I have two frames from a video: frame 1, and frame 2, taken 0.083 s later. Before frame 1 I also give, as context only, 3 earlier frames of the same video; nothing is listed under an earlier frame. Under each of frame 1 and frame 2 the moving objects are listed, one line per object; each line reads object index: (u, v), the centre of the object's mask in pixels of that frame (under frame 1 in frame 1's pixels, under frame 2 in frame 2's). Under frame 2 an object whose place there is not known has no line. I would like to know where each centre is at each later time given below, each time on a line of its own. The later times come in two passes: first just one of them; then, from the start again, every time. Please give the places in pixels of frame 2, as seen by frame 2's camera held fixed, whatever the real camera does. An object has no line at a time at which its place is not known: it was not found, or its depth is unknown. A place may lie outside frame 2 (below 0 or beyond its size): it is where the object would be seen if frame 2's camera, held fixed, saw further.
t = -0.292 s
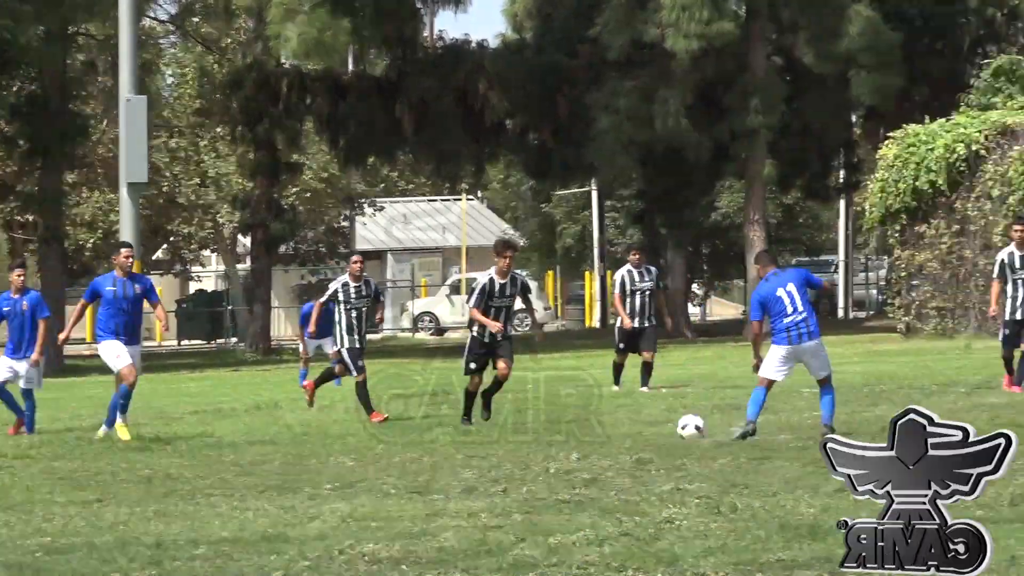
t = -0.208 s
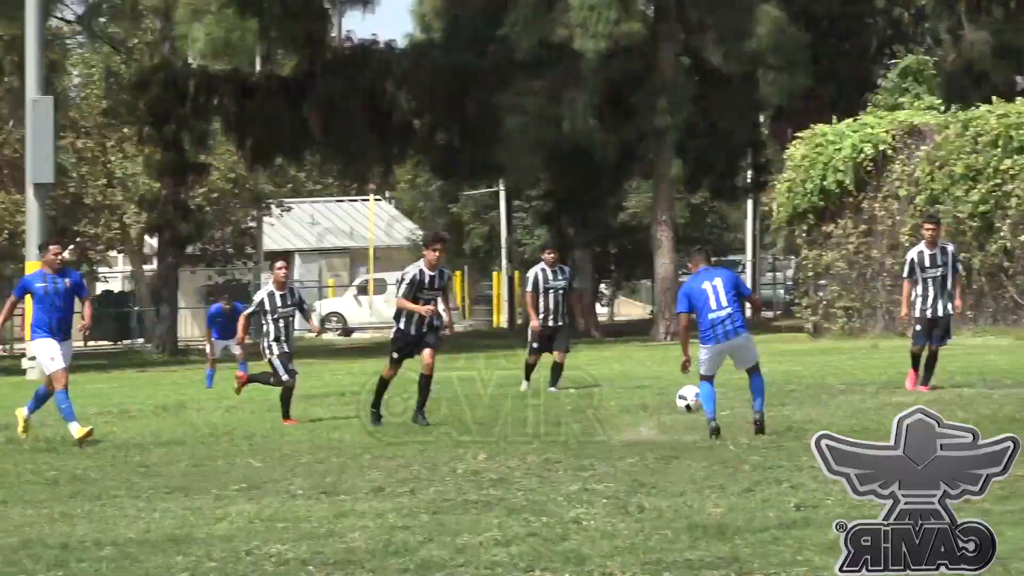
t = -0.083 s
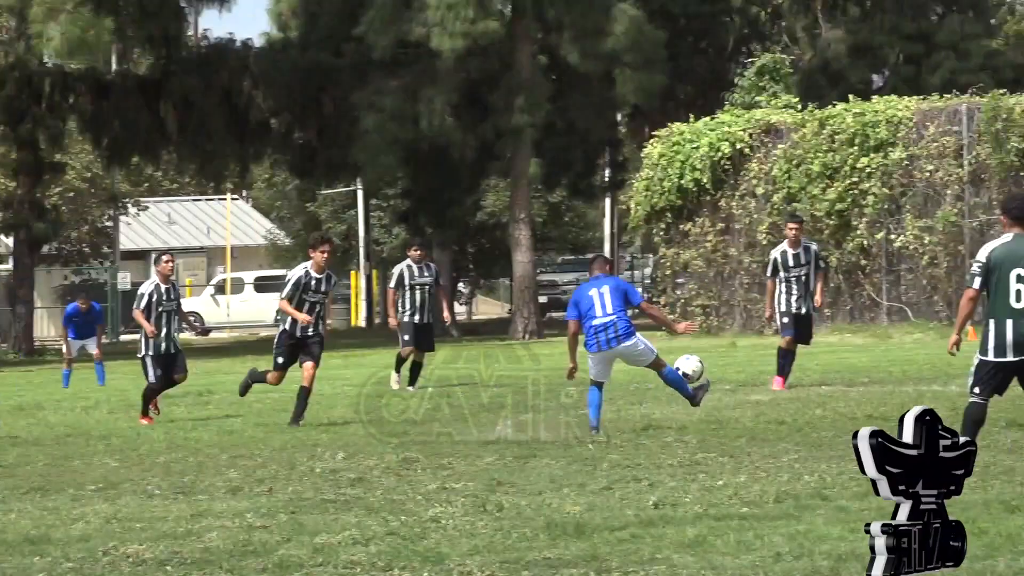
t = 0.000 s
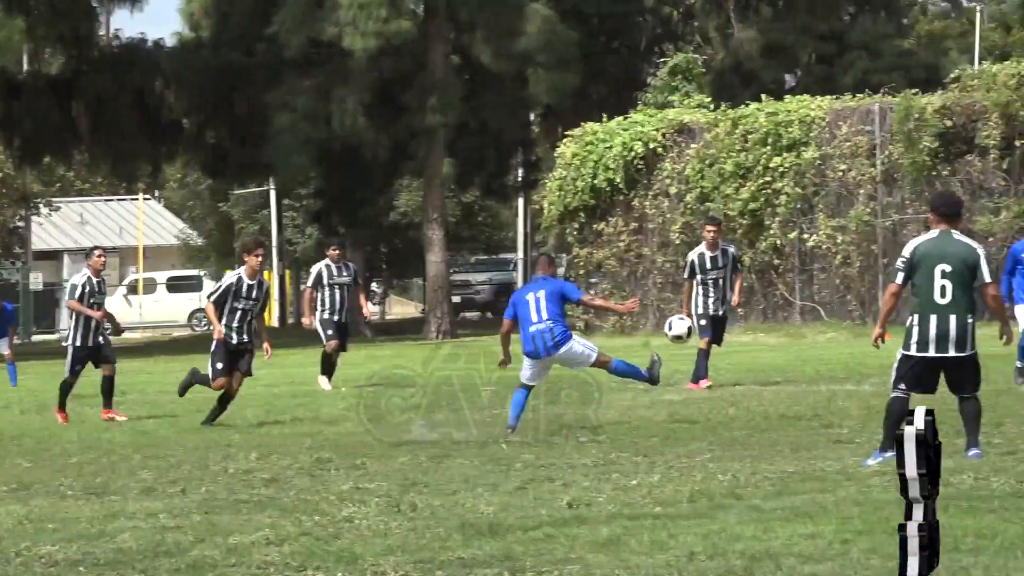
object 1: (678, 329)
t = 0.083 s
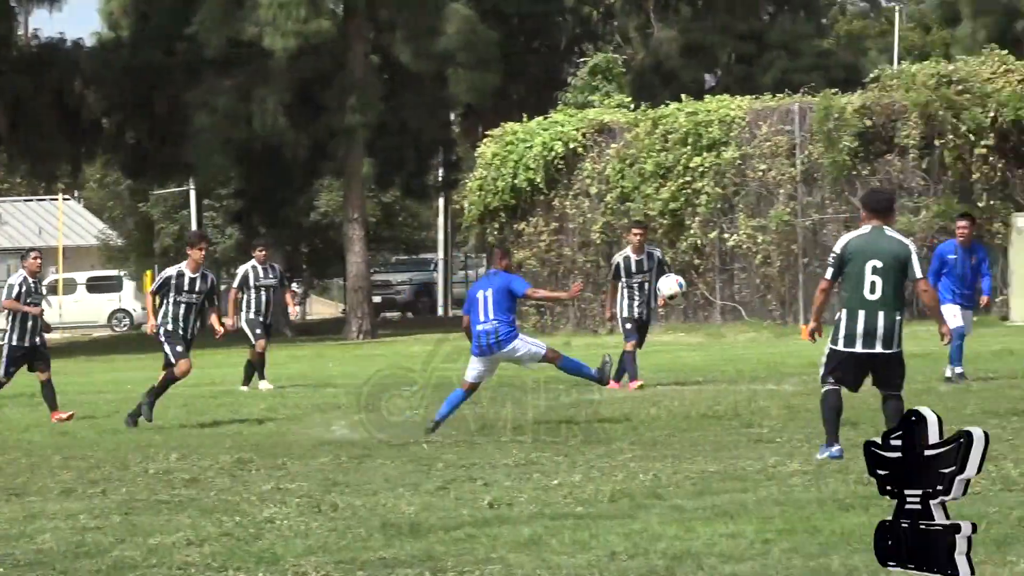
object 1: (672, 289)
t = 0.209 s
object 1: (779, 244)
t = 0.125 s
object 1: (707, 272)
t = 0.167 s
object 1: (743, 257)
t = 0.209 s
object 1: (779, 244)
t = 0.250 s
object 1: (816, 235)
